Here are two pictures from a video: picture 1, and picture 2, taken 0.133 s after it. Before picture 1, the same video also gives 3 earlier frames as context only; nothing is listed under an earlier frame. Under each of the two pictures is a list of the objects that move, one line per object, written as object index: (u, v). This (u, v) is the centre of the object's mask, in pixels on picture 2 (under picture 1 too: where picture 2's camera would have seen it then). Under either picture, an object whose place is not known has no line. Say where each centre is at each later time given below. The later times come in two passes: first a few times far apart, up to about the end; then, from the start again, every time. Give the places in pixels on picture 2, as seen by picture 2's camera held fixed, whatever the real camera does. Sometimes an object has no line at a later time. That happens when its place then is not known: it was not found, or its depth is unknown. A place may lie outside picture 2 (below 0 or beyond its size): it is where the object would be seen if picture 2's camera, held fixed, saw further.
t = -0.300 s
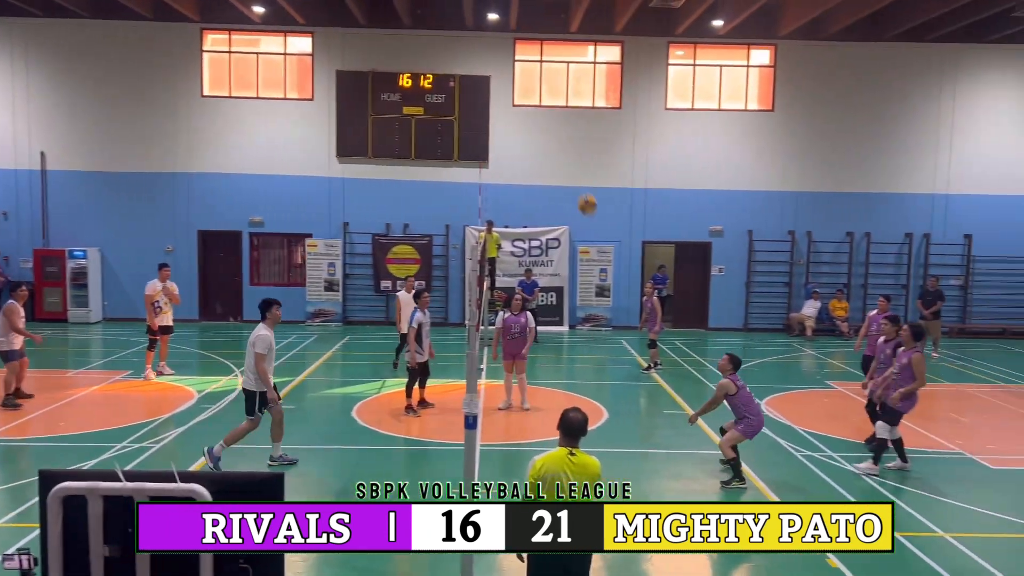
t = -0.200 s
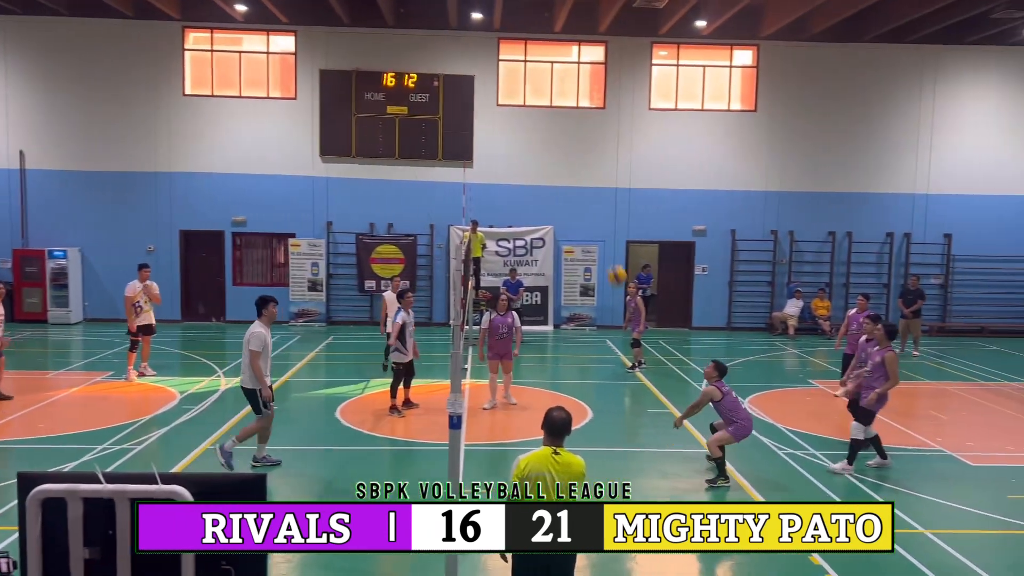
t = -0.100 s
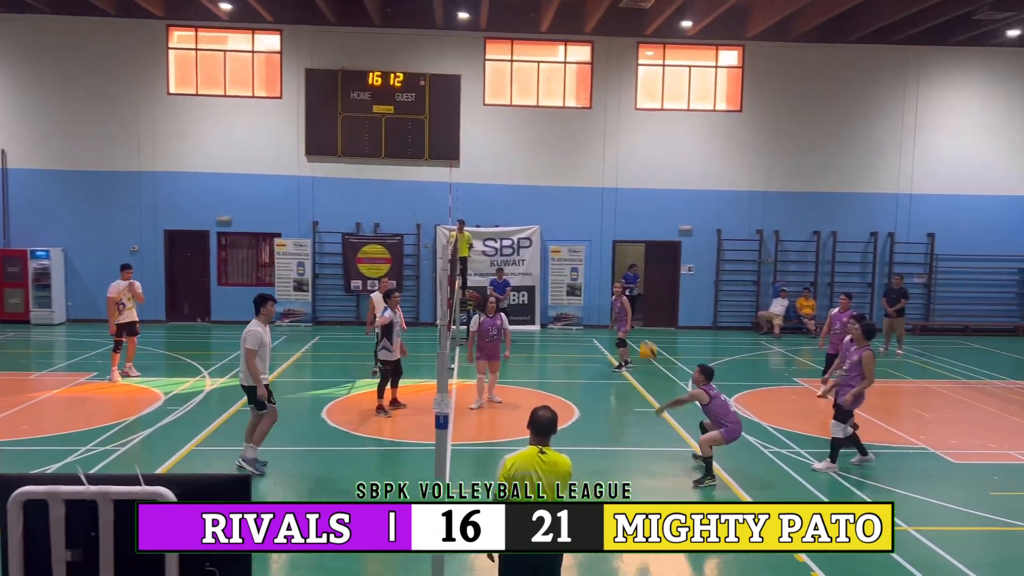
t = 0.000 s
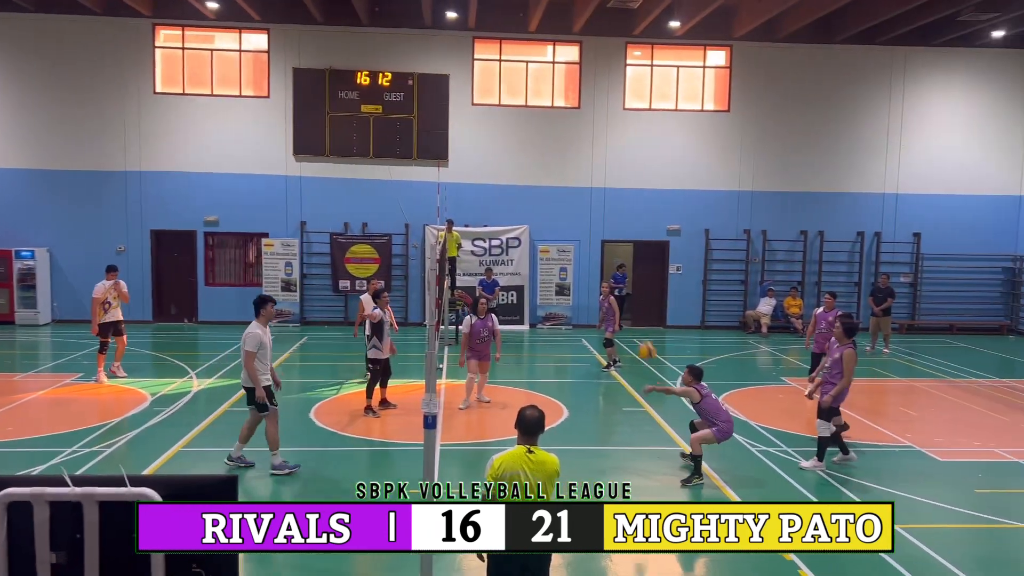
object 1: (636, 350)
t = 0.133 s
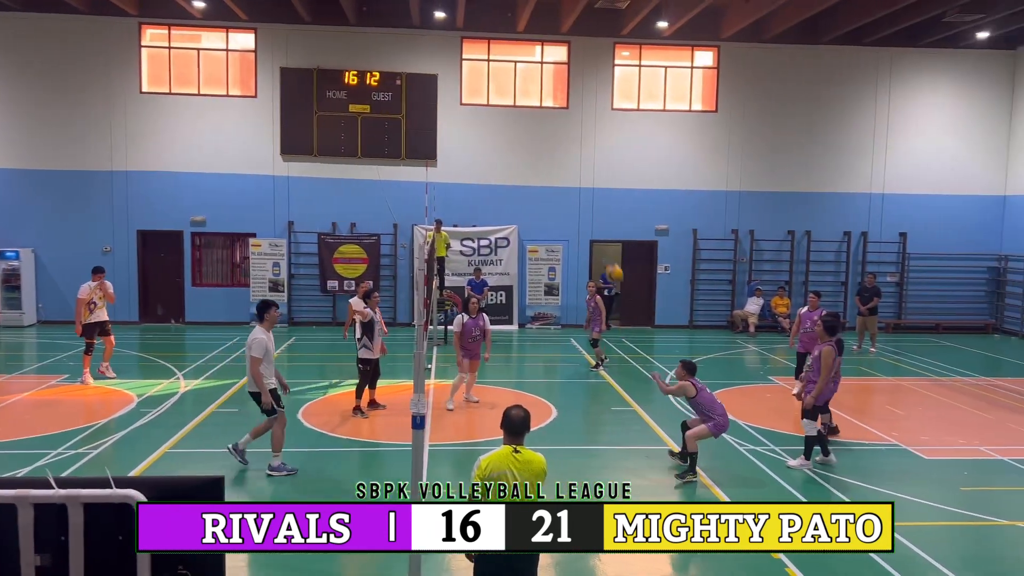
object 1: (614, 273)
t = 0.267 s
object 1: (593, 215)
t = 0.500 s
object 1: (558, 153)
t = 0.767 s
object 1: (522, 141)
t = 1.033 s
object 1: (489, 182)
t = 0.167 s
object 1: (609, 256)
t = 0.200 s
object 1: (603, 240)
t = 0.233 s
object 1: (598, 227)
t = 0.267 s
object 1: (593, 215)
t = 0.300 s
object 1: (588, 203)
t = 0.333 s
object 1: (583, 193)
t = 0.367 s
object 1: (578, 183)
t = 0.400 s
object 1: (573, 174)
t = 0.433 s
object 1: (568, 166)
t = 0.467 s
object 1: (563, 159)
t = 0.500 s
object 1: (558, 153)
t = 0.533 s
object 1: (553, 149)
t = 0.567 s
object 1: (549, 146)
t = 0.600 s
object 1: (544, 143)
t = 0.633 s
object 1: (540, 140)
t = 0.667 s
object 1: (535, 139)
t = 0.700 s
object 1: (531, 139)
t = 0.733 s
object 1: (527, 140)
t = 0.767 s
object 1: (522, 141)
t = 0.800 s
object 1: (518, 144)
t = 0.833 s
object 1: (513, 147)
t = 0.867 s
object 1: (509, 151)
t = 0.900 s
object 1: (505, 156)
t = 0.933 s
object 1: (501, 161)
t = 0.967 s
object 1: (497, 168)
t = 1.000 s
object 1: (492, 175)
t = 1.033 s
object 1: (489, 182)
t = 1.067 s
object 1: (484, 191)
